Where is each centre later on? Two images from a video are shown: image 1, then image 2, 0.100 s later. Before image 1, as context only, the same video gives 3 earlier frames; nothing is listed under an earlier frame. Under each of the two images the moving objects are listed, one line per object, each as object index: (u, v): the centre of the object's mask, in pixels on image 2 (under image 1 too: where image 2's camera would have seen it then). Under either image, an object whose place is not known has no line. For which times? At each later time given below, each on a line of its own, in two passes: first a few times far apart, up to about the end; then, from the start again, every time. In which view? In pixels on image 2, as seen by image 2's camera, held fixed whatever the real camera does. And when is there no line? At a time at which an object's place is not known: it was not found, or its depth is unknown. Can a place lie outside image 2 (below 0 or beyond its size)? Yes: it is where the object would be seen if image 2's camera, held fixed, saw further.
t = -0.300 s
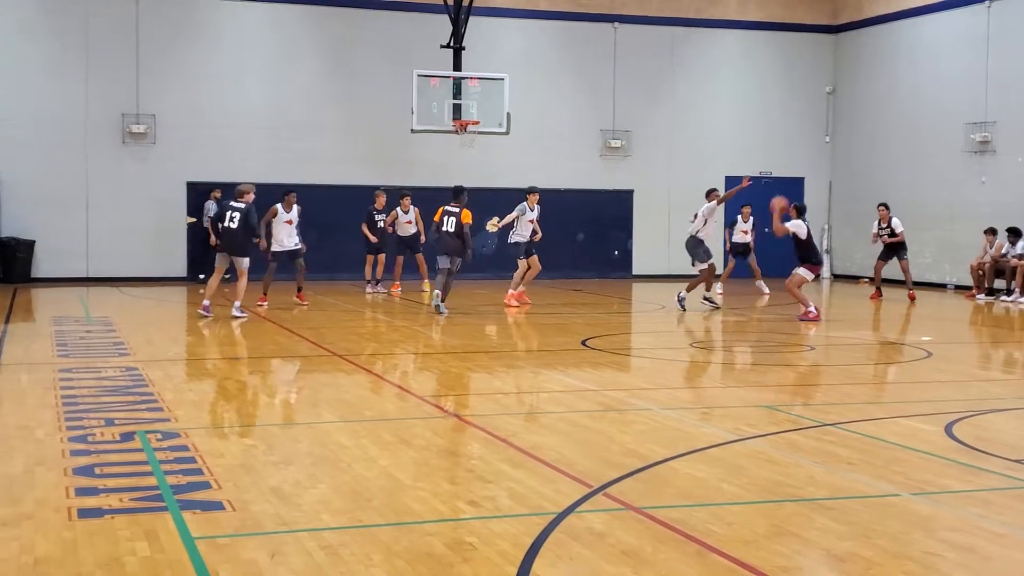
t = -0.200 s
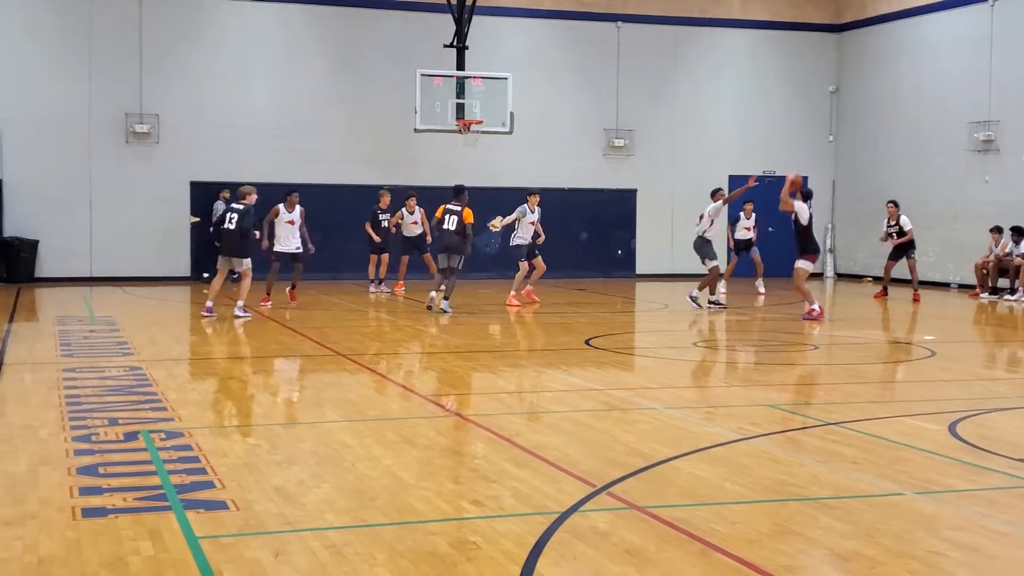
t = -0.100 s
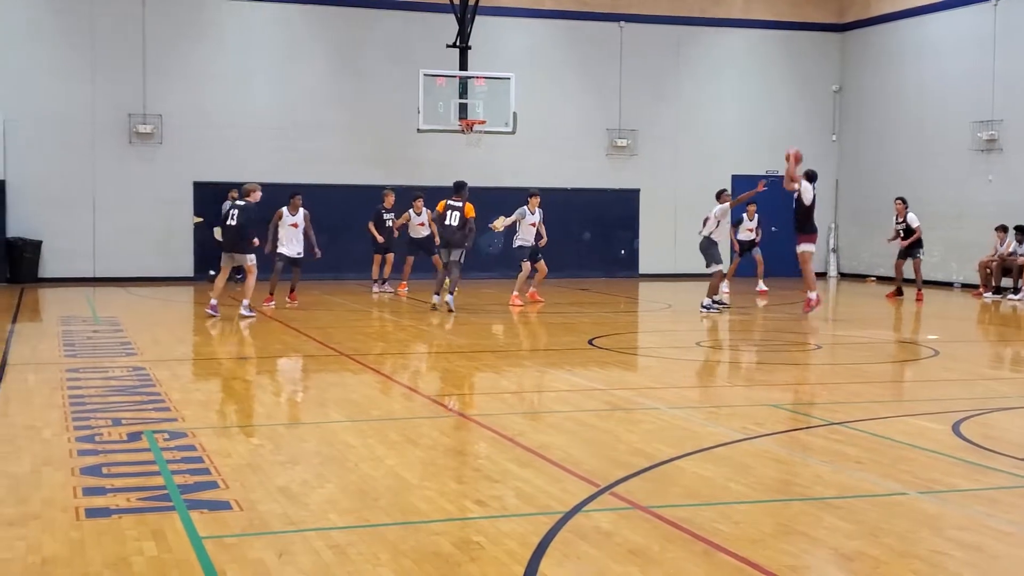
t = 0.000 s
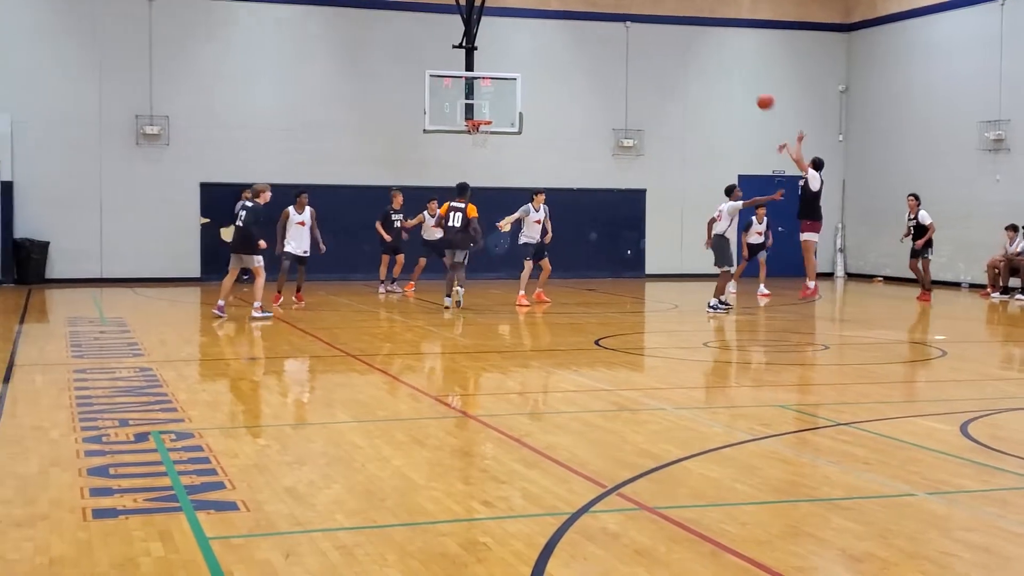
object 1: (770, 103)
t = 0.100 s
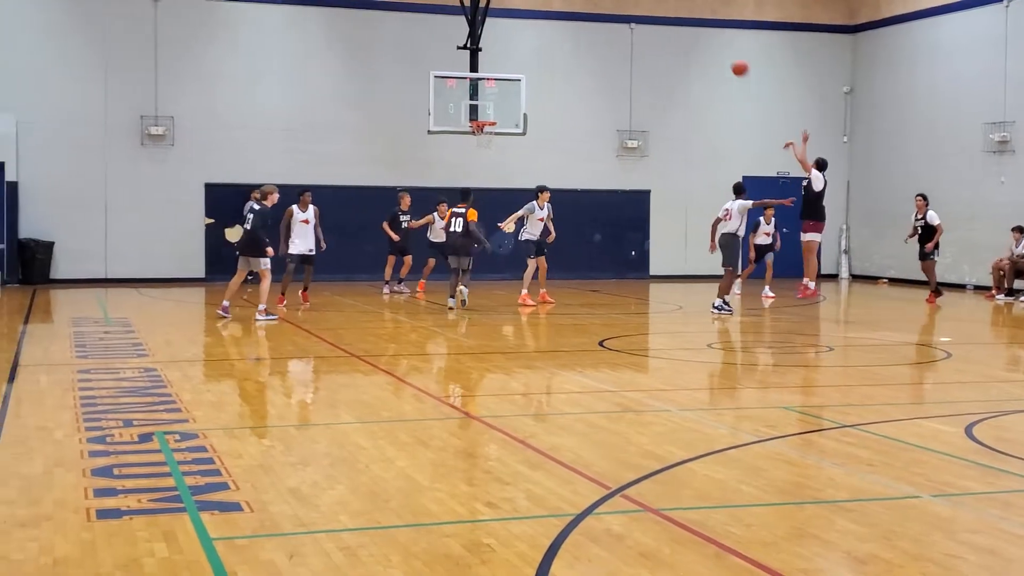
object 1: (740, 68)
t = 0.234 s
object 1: (702, 34)
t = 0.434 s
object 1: (653, 8)
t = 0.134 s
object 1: (730, 58)
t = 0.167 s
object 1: (721, 49)
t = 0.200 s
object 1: (711, 41)
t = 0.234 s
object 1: (702, 34)
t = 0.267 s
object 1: (694, 27)
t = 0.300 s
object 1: (685, 22)
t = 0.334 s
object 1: (676, 18)
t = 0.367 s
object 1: (668, 13)
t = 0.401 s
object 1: (661, 11)
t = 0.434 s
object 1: (653, 8)
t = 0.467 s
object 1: (645, 7)
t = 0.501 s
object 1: (637, 6)
